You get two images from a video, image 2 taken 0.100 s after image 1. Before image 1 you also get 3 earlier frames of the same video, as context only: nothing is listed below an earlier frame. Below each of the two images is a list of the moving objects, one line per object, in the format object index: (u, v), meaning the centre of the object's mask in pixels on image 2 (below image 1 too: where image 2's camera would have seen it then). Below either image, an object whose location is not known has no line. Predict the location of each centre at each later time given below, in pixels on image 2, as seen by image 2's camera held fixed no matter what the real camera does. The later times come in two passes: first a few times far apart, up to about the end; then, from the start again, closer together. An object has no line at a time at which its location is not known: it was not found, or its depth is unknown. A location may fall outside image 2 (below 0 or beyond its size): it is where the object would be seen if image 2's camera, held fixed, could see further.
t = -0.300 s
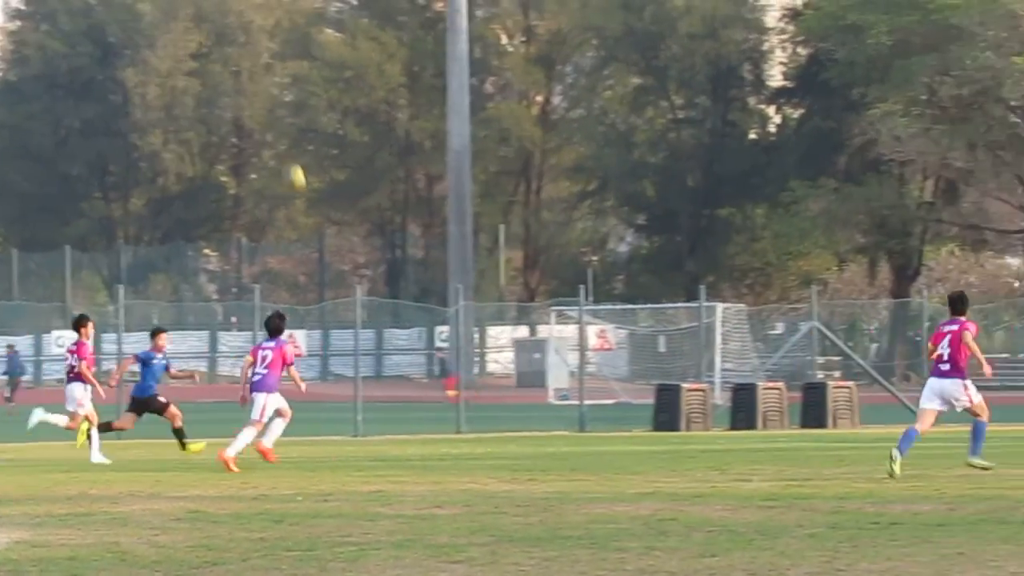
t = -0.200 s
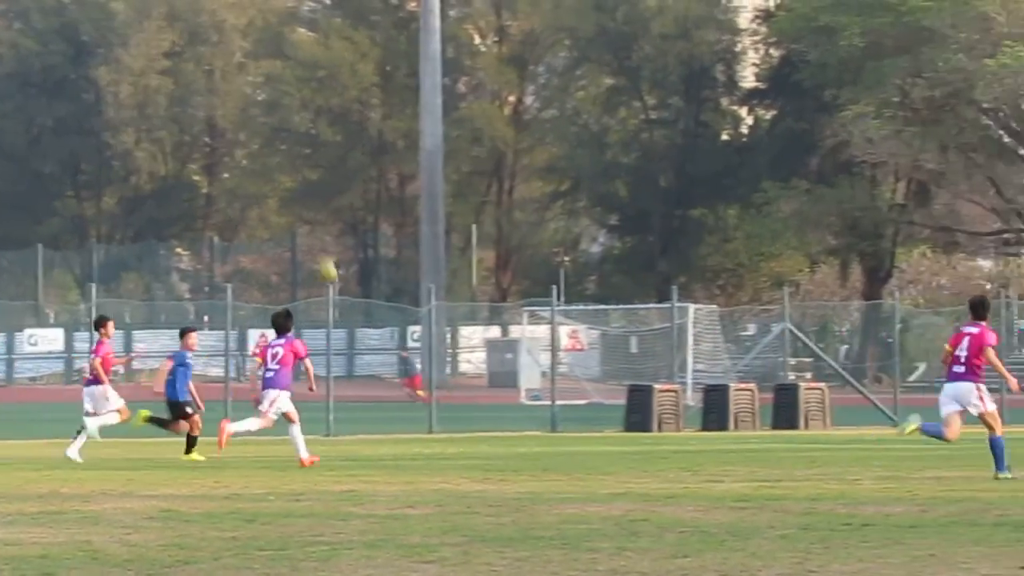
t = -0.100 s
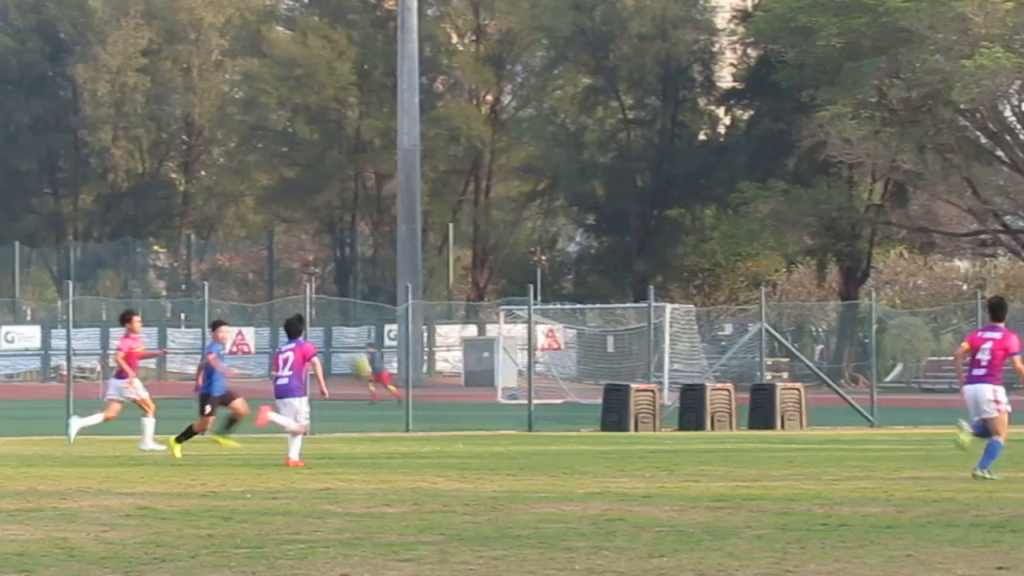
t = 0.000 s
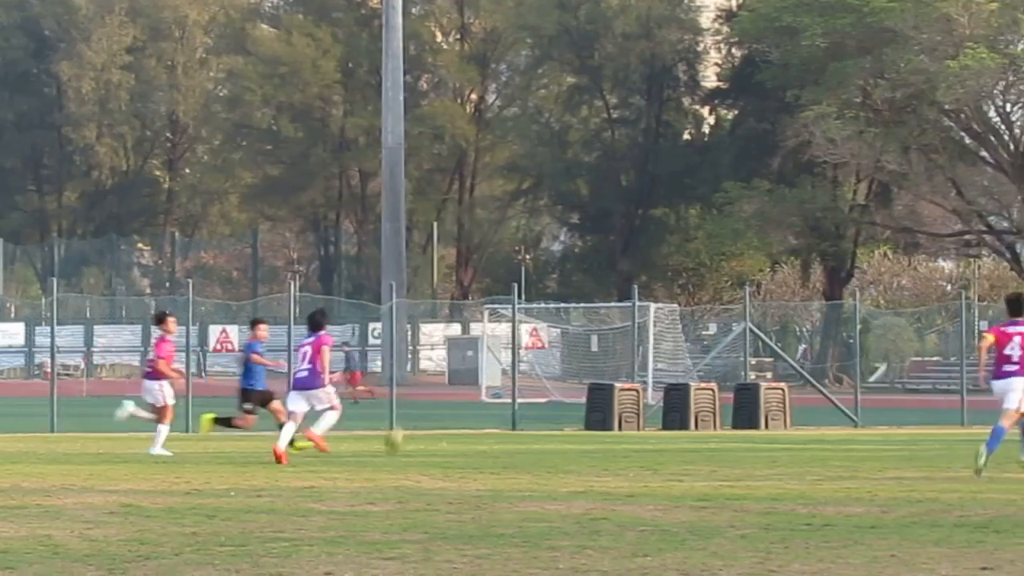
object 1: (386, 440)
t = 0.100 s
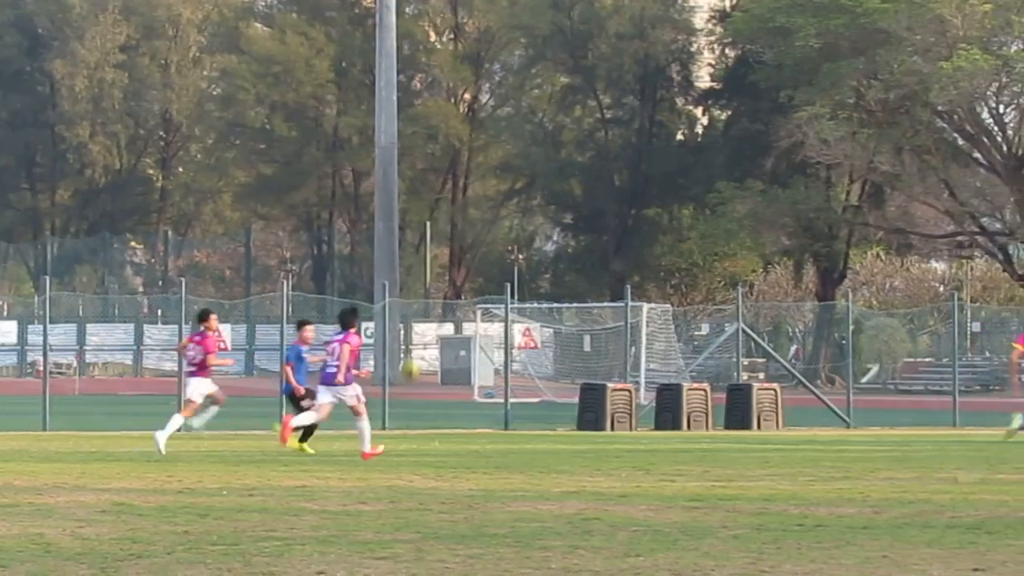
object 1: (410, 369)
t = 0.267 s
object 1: (453, 273)
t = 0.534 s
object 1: (516, 178)
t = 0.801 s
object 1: (578, 148)
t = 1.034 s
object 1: (629, 171)
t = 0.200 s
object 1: (436, 308)
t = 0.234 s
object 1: (444, 289)
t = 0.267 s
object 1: (453, 273)
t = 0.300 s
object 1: (460, 256)
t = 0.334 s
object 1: (468, 243)
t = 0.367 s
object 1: (476, 229)
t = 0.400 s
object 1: (484, 216)
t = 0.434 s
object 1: (492, 205)
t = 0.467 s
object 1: (500, 194)
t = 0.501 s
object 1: (508, 185)
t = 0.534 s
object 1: (516, 178)
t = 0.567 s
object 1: (524, 170)
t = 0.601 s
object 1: (532, 164)
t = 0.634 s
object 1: (539, 159)
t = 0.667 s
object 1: (547, 154)
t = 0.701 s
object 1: (555, 151)
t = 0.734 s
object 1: (563, 149)
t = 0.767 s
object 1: (570, 149)
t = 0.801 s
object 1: (578, 148)
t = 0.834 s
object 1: (585, 148)
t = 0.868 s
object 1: (593, 150)
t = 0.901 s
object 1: (600, 152)
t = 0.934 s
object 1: (607, 155)
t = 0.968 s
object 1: (614, 160)
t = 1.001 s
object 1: (622, 165)
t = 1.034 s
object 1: (629, 171)
